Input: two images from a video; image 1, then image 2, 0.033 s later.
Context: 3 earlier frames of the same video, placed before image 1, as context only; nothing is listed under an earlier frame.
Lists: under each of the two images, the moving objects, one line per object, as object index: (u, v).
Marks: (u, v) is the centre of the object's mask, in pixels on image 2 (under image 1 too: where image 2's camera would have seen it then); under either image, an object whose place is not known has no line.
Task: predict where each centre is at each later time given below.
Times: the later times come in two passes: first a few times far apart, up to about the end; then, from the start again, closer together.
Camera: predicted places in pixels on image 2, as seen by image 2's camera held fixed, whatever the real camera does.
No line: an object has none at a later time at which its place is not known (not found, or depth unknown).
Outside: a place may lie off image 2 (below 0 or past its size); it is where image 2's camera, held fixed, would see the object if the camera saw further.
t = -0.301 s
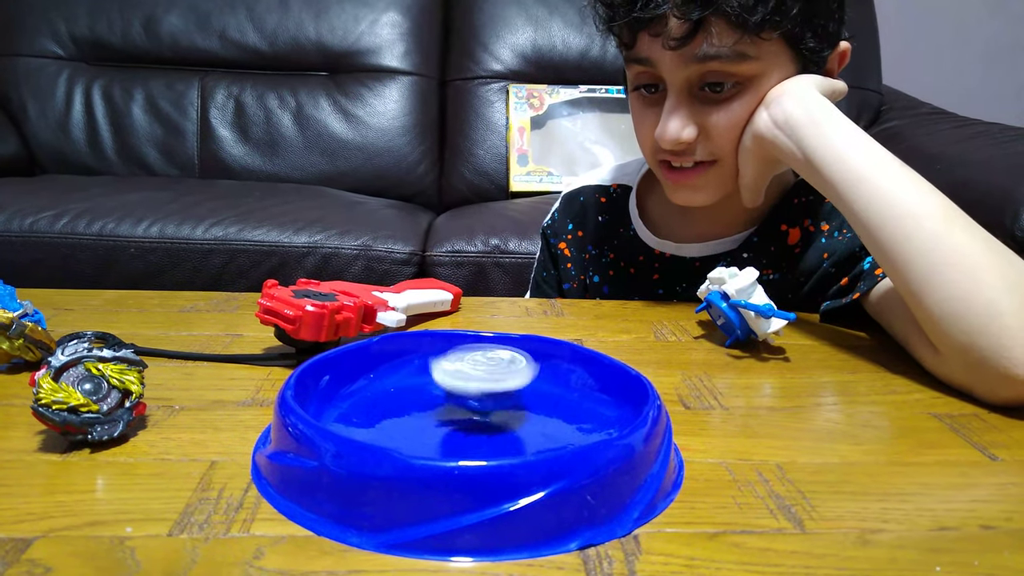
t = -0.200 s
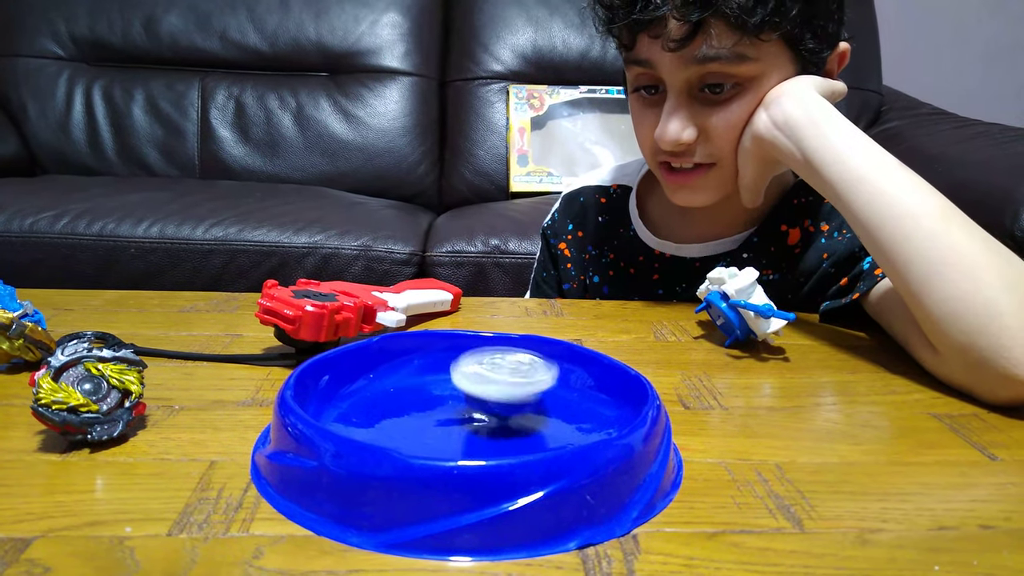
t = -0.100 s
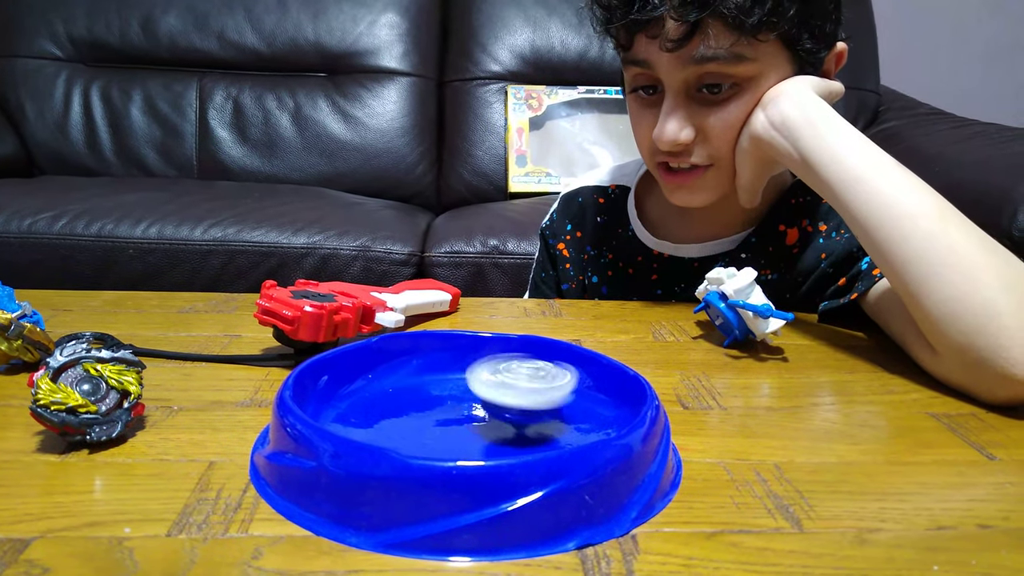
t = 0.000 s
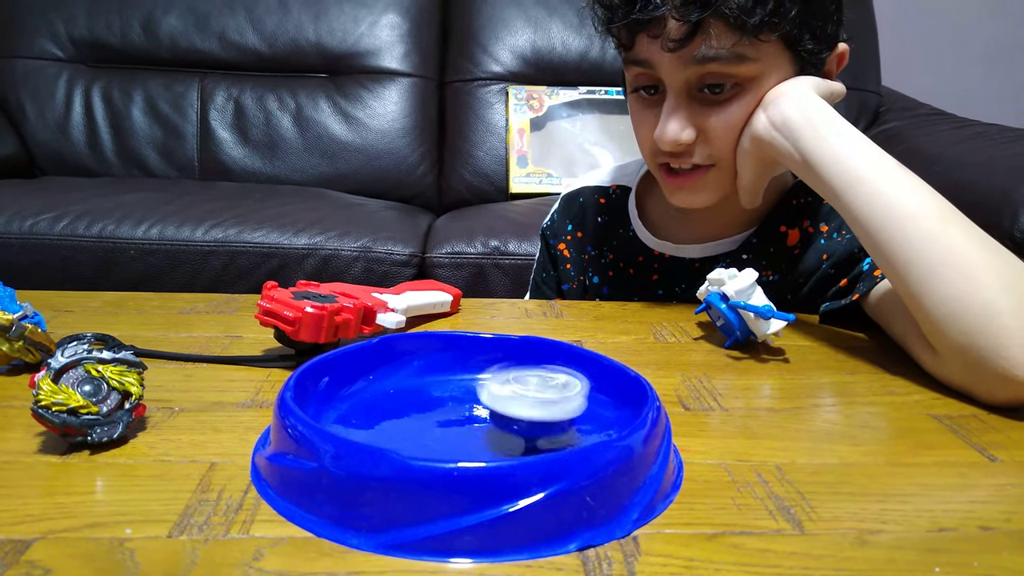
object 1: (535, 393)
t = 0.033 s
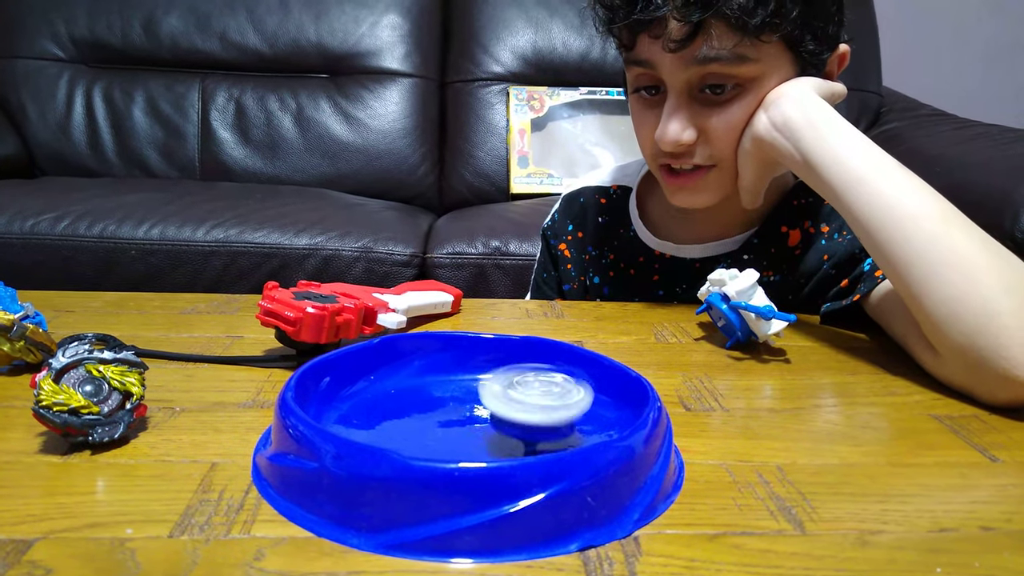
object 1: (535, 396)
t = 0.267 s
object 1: (487, 414)
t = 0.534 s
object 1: (424, 402)
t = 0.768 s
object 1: (440, 382)
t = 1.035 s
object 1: (490, 381)
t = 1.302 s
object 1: (534, 395)
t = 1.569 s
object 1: (495, 410)
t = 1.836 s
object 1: (428, 406)
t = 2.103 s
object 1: (438, 385)
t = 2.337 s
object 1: (473, 379)
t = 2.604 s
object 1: (519, 382)
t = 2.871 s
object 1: (525, 405)
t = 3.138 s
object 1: (463, 416)
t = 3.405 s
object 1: (423, 401)
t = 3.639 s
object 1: (447, 389)
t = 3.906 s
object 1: (497, 386)
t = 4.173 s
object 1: (534, 404)
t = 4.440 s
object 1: (491, 412)
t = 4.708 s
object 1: (434, 404)
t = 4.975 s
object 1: (434, 391)
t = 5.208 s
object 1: (458, 386)
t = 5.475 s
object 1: (492, 384)
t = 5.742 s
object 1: (523, 389)
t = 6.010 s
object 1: (522, 402)
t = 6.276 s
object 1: (481, 414)
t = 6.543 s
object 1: (435, 404)
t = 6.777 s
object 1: (453, 394)
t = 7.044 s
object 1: (491, 389)
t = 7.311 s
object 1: (528, 394)
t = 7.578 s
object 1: (520, 404)
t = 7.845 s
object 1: (502, 402)
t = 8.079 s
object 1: (485, 409)
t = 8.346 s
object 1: (470, 406)
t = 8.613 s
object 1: (472, 407)
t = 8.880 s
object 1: (472, 407)
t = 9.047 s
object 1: (472, 407)
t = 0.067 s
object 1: (532, 399)
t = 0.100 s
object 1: (531, 402)
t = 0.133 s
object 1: (524, 412)
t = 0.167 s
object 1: (515, 410)
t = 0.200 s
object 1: (509, 415)
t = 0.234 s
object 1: (500, 417)
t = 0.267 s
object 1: (487, 414)
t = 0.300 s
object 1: (478, 416)
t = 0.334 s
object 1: (469, 417)
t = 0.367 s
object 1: (458, 416)
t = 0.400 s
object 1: (449, 413)
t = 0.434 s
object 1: (441, 411)
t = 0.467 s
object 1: (435, 409)
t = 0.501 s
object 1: (429, 406)
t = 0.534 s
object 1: (424, 402)
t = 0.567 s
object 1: (424, 398)
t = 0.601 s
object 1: (422, 396)
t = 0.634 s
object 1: (422, 392)
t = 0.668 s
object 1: (426, 391)
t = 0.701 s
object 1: (429, 386)
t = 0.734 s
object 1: (433, 384)
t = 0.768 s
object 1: (440, 382)
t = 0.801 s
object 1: (446, 381)
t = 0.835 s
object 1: (450, 380)
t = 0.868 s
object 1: (459, 381)
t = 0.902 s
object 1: (465, 378)
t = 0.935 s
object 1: (470, 379)
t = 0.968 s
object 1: (478, 380)
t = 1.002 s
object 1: (484, 381)
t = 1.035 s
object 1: (490, 381)
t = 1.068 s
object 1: (498, 381)
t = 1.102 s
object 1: (504, 381)
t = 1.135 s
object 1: (510, 383)
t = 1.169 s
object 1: (518, 385)
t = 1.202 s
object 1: (523, 388)
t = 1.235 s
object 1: (528, 390)
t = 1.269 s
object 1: (531, 391)
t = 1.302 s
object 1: (534, 395)
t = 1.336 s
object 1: (535, 400)
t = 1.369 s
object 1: (534, 402)
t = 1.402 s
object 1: (531, 405)
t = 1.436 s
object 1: (528, 403)
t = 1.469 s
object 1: (520, 410)
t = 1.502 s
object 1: (514, 412)
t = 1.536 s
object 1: (505, 410)
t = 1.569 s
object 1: (495, 410)
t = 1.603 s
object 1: (487, 415)
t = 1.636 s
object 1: (476, 411)
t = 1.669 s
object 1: (466, 415)
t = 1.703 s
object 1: (459, 414)
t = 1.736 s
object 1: (448, 413)
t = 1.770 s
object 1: (440, 410)
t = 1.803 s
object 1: (435, 408)
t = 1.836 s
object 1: (428, 406)
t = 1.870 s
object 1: (425, 402)
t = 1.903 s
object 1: (424, 400)
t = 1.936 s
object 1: (421, 397)
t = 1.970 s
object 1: (424, 393)
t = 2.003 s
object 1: (426, 392)
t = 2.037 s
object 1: (427, 390)
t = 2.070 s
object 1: (435, 387)
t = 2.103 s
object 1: (438, 385)
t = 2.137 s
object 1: (441, 384)
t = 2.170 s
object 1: (449, 383)
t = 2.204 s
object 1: (453, 382)
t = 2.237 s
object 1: (456, 381)
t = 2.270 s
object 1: (464, 381)
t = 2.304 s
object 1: (467, 380)
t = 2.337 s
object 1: (473, 379)
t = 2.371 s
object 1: (480, 381)
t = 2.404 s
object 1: (485, 381)
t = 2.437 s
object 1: (490, 381)
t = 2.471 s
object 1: (495, 381)
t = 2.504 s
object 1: (503, 380)
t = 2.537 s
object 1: (507, 381)
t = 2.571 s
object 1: (510, 383)
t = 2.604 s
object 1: (519, 382)
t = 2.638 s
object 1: (523, 386)
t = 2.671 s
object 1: (525, 387)
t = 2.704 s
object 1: (530, 390)
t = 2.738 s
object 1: (530, 392)
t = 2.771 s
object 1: (531, 395)
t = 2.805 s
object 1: (530, 399)
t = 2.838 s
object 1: (527, 401)
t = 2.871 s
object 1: (525, 405)
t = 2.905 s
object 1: (517, 407)
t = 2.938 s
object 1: (512, 402)
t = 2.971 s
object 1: (506, 411)
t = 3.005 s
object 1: (496, 412)
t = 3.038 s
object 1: (490, 408)
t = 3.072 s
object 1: (480, 415)
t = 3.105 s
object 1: (472, 415)
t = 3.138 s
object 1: (463, 416)
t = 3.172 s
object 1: (454, 414)
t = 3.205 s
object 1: (449, 414)
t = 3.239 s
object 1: (438, 413)
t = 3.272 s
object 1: (434, 410)
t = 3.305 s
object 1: (429, 410)
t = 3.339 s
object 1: (425, 405)
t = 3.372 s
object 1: (425, 404)
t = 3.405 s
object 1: (423, 401)
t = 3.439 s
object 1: (426, 399)
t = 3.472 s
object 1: (425, 397)
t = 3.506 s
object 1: (432, 394)
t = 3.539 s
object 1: (436, 394)
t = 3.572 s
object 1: (439, 393)
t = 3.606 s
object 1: (443, 390)
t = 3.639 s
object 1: (447, 389)
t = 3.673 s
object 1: (454, 388)
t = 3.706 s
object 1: (457, 387)
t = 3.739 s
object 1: (466, 385)
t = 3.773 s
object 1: (470, 385)
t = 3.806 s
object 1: (476, 384)
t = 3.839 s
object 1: (483, 385)
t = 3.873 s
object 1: (489, 384)
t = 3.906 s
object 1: (497, 386)
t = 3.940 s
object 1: (500, 387)
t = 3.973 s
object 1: (511, 388)
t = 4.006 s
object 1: (514, 389)
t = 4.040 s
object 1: (520, 391)
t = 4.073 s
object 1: (525, 393)
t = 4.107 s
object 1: (528, 393)
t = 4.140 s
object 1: (535, 403)
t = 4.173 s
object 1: (534, 404)
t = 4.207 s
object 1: (535, 407)
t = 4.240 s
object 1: (531, 406)
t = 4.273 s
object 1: (529, 406)
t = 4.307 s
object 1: (520, 408)
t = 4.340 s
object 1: (516, 409)
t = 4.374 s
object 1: (509, 411)
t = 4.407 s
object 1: (500, 410)
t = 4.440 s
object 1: (491, 412)
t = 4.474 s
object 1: (484, 410)
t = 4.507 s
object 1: (479, 412)
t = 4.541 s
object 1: (467, 410)
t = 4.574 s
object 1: (461, 411)
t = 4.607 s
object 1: (452, 409)
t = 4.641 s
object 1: (448, 409)
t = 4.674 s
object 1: (437, 406)
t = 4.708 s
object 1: (434, 404)
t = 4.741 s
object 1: (427, 403)
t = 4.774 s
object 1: (426, 401)
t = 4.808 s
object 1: (422, 399)
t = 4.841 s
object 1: (425, 397)
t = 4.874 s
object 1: (424, 396)
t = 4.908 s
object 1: (426, 394)
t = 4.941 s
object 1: (426, 393)
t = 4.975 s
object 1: (434, 391)
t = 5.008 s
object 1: (437, 393)
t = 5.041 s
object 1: (440, 392)
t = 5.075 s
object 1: (442, 391)
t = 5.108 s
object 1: (447, 387)
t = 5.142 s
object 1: (450, 387)
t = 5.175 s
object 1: (453, 387)
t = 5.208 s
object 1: (458, 386)
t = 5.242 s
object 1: (464, 385)
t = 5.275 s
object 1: (467, 385)
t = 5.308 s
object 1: (470, 383)
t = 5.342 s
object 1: (476, 385)
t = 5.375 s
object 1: (481, 384)
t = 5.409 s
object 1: (485, 384)
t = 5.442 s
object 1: (487, 384)
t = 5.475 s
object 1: (492, 384)
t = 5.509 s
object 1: (497, 383)
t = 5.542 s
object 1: (502, 384)
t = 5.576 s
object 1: (504, 383)
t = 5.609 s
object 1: (509, 385)
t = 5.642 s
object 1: (515, 384)
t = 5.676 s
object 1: (518, 386)
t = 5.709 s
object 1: (521, 387)
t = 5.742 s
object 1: (523, 389)
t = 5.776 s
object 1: (527, 390)
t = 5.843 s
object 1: (526, 392)
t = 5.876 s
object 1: (527, 394)
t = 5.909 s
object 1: (525, 397)
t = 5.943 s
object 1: (526, 398)
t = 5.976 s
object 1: (523, 401)
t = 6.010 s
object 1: (522, 402)
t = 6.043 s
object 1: (516, 405)
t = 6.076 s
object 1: (515, 407)
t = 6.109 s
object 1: (509, 408)
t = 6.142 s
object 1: (507, 410)
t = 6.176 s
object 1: (498, 411)
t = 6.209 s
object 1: (493, 413)
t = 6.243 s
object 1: (484, 413)
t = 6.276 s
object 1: (481, 414)
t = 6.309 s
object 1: (470, 414)
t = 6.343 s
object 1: (465, 414)
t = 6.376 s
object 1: (456, 412)
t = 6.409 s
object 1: (452, 413)
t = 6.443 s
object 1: (446, 410)
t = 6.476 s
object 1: (441, 410)
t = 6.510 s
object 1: (439, 406)
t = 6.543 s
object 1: (435, 404)
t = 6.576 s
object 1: (438, 403)
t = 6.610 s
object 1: (436, 400)
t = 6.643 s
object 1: (442, 398)
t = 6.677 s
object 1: (443, 396)
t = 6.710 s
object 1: (449, 396)
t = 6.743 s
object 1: (450, 394)
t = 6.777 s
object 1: (453, 394)
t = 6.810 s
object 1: (458, 391)
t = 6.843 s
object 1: (462, 391)
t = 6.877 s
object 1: (469, 390)
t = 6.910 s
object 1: (470, 389)
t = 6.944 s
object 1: (479, 390)
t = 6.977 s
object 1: (483, 388)
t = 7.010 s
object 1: (490, 390)
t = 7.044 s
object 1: (491, 389)
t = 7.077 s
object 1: (498, 390)
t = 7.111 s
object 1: (504, 390)
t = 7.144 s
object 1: (507, 391)
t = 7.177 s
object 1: (513, 392)
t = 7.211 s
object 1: (513, 392)
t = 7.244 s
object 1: (521, 391)
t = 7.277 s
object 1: (523, 391)
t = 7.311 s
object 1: (528, 394)
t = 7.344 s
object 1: (527, 394)
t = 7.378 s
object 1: (528, 397)
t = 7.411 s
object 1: (530, 397)
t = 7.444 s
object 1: (527, 399)
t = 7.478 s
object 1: (528, 401)
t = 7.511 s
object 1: (521, 401)
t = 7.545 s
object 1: (521, 405)
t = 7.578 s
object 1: (520, 404)
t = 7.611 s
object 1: (519, 408)
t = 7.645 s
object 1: (520, 409)
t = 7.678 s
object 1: (518, 400)
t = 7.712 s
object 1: (521, 402)
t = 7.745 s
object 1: (519, 413)
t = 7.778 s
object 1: (513, 405)
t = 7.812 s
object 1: (507, 408)
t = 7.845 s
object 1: (502, 402)
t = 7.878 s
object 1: (500, 400)
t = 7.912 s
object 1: (494, 406)
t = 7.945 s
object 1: (495, 404)
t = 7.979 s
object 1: (493, 402)
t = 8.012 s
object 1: (491, 404)
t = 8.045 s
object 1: (492, 406)
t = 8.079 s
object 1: (485, 409)
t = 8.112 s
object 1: (485, 409)
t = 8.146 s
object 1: (478, 399)
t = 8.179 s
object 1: (474, 392)
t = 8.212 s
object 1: (473, 393)
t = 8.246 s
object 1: (470, 399)
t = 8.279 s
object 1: (467, 405)
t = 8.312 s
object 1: (469, 405)
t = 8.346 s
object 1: (470, 406)
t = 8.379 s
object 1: (471, 408)
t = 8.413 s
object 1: (472, 406)
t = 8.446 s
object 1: (472, 407)
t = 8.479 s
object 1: (473, 407)
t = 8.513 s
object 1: (473, 407)
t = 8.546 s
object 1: (472, 407)
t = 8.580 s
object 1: (472, 407)
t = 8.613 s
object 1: (472, 407)
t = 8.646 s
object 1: (472, 407)
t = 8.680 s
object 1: (472, 407)
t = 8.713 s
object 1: (472, 407)
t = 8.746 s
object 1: (472, 407)
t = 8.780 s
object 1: (472, 407)
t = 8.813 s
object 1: (472, 407)
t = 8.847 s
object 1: (472, 407)
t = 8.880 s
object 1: (472, 407)
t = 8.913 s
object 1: (472, 407)
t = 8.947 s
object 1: (472, 407)
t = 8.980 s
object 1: (472, 407)
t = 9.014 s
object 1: (472, 407)
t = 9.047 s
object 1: (472, 407)
